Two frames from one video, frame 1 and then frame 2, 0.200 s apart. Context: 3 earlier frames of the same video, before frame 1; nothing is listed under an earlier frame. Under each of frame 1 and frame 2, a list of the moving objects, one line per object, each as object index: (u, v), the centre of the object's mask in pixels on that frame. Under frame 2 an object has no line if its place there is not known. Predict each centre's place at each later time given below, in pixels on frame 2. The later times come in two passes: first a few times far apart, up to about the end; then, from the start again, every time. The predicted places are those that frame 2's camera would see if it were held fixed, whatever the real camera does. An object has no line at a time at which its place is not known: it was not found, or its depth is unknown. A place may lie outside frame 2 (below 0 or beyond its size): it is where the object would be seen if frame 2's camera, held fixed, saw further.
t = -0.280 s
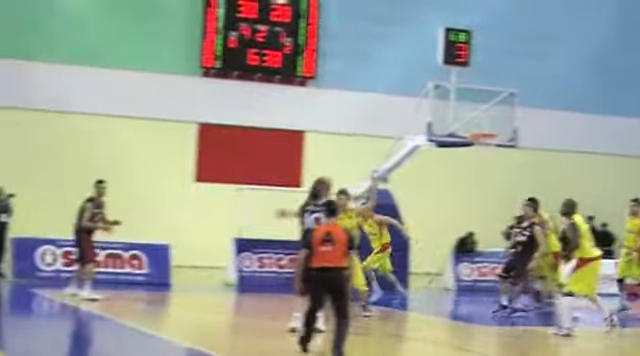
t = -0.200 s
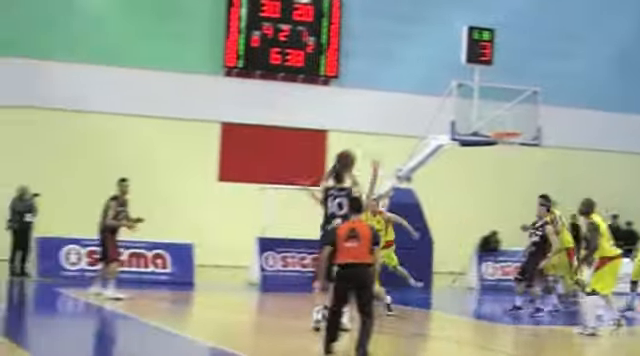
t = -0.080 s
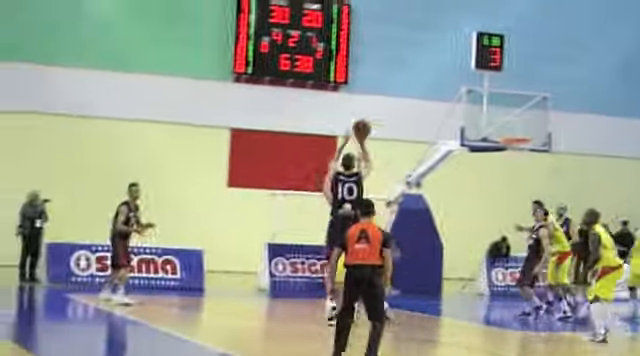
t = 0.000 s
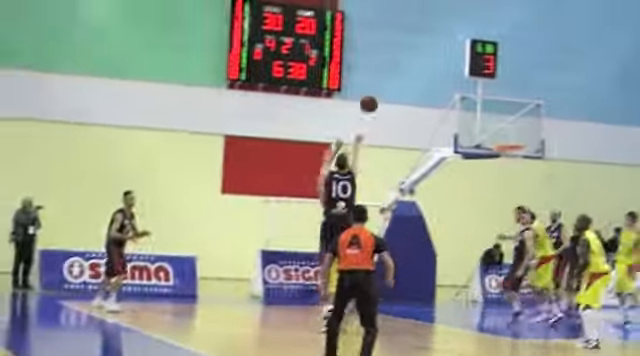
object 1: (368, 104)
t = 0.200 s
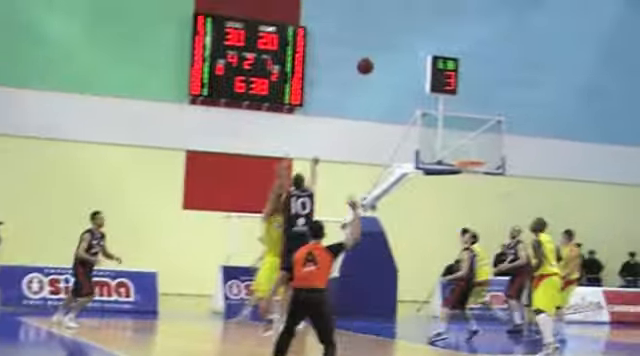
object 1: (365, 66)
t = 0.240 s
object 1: (371, 59)
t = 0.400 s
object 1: (393, 43)
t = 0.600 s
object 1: (417, 47)
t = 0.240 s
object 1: (371, 59)
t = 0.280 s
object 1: (377, 54)
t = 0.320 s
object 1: (383, 49)
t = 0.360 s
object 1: (388, 46)
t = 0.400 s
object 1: (393, 43)
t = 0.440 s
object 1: (399, 42)
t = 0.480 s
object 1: (403, 42)
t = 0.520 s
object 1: (408, 43)
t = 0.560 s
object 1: (414, 44)
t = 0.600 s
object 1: (417, 47)
